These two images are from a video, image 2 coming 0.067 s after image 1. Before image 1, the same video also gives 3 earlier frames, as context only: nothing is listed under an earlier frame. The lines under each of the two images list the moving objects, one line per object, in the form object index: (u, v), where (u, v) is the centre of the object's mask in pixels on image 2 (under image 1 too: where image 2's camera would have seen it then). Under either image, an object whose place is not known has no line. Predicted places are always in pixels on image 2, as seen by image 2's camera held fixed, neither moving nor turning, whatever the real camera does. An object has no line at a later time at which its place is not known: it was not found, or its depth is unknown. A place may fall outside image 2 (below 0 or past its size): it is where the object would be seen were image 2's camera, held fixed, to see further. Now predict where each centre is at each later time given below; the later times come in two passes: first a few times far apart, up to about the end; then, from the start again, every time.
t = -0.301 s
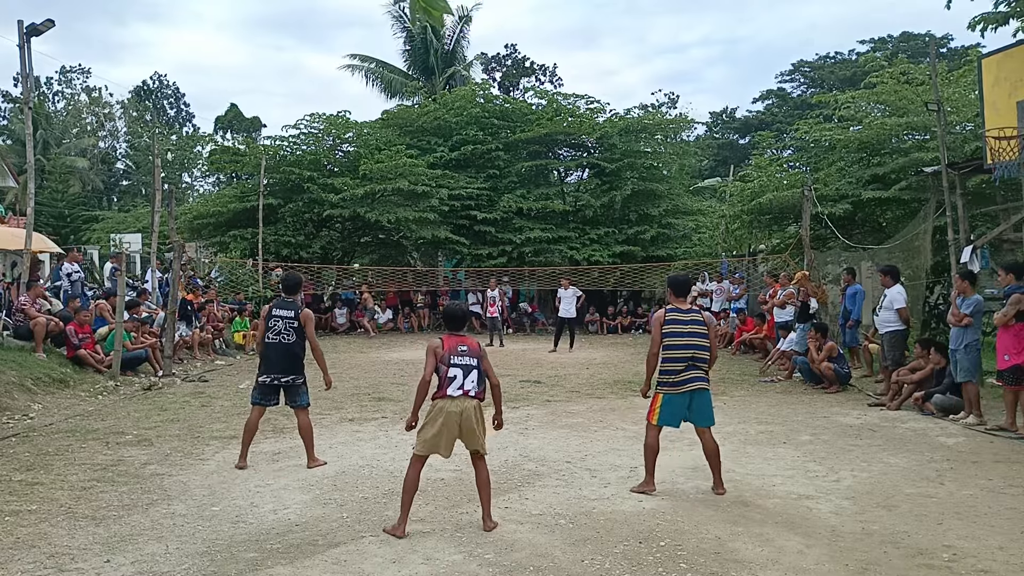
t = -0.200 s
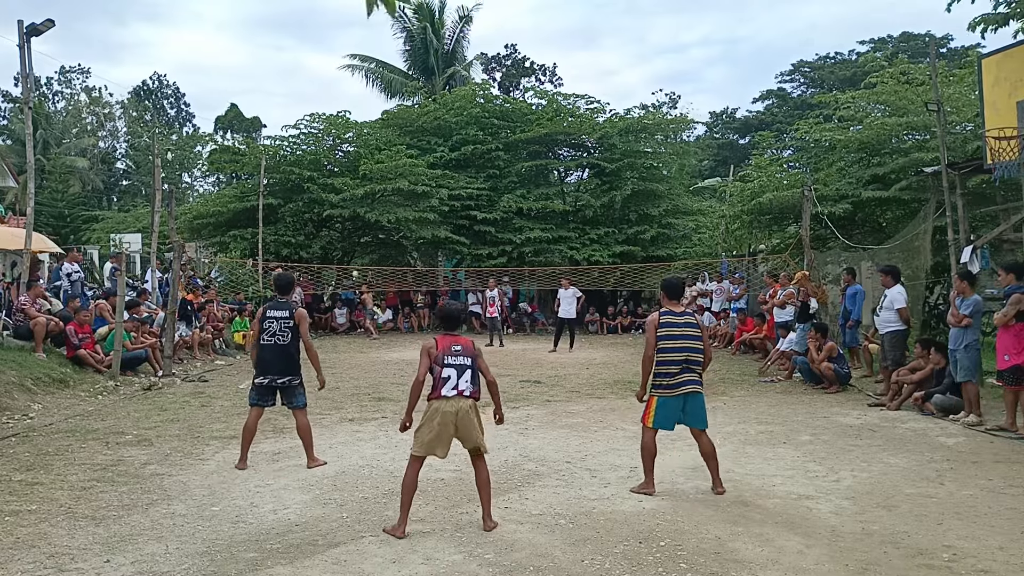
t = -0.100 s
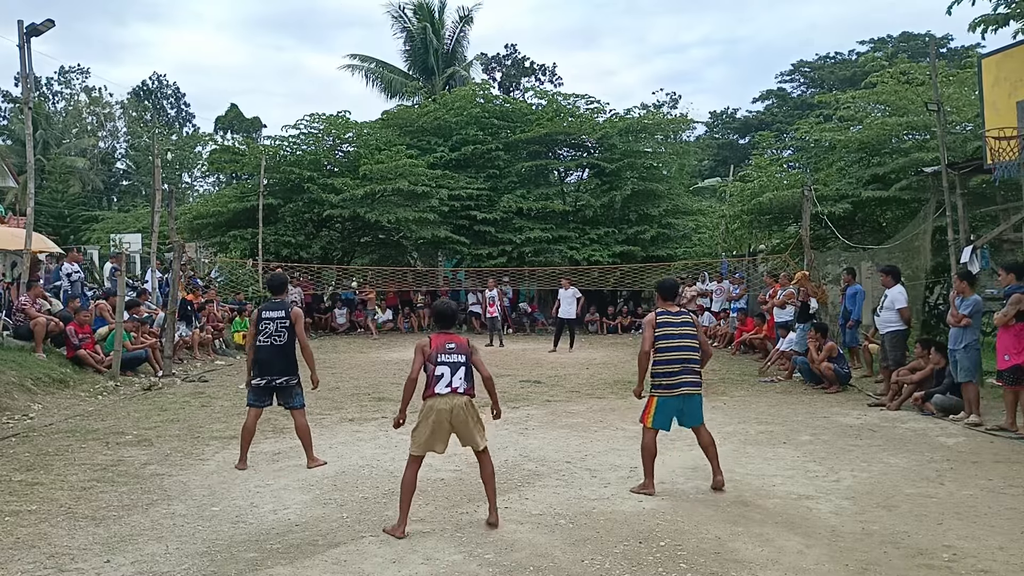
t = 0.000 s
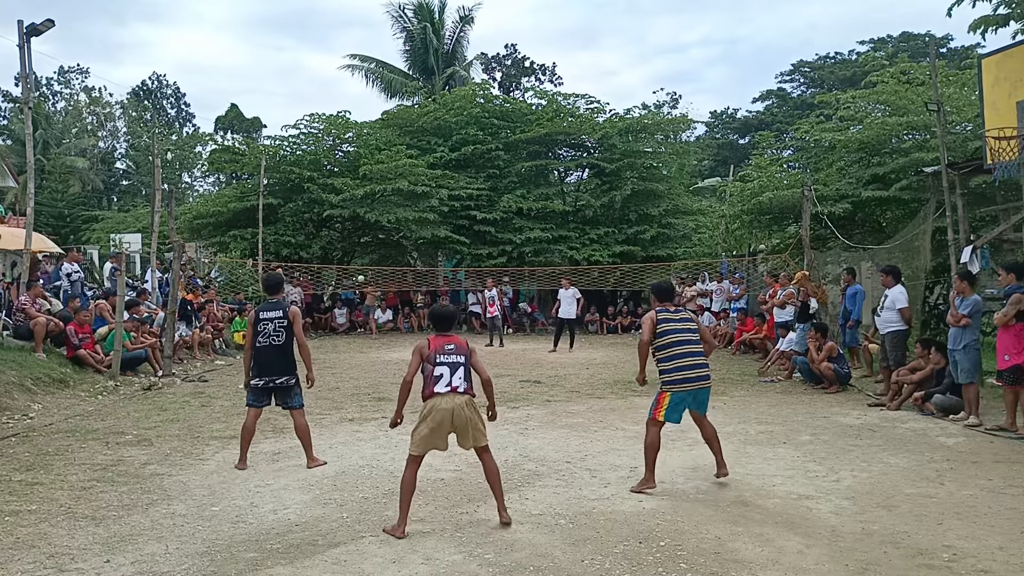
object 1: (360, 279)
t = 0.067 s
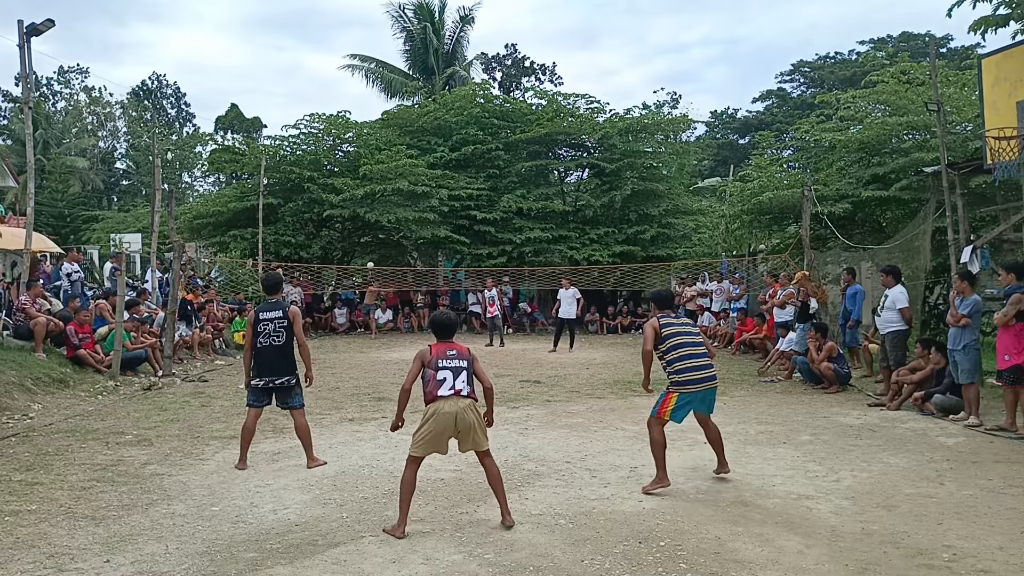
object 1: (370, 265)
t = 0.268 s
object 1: (401, 231)
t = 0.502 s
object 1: (449, 200)
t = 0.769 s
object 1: (555, 200)
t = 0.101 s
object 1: (375, 259)
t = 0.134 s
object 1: (380, 253)
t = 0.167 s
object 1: (385, 248)
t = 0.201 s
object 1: (390, 242)
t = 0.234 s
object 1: (396, 236)
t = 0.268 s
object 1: (401, 231)
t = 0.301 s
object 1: (407, 226)
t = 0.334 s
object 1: (413, 220)
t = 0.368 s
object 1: (419, 216)
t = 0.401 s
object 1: (426, 211)
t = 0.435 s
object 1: (433, 207)
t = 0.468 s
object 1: (441, 203)
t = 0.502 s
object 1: (449, 200)
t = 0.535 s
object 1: (458, 197)
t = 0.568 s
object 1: (468, 194)
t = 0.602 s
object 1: (480, 192)
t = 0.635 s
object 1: (492, 192)
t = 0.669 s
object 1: (506, 192)
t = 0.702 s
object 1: (521, 192)
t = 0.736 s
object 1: (537, 196)
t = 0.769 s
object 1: (555, 200)
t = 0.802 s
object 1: (574, 206)
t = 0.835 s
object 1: (595, 215)
